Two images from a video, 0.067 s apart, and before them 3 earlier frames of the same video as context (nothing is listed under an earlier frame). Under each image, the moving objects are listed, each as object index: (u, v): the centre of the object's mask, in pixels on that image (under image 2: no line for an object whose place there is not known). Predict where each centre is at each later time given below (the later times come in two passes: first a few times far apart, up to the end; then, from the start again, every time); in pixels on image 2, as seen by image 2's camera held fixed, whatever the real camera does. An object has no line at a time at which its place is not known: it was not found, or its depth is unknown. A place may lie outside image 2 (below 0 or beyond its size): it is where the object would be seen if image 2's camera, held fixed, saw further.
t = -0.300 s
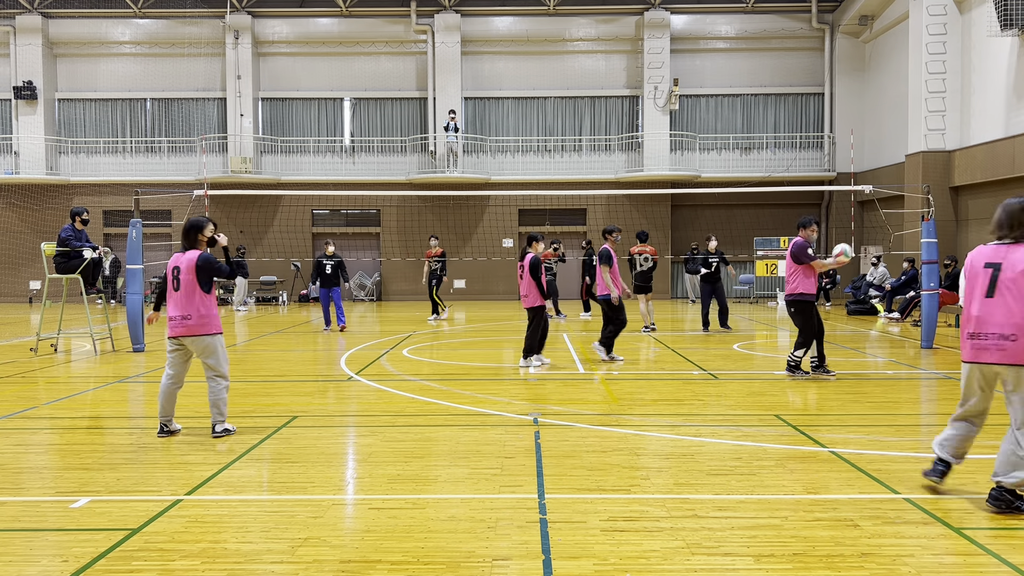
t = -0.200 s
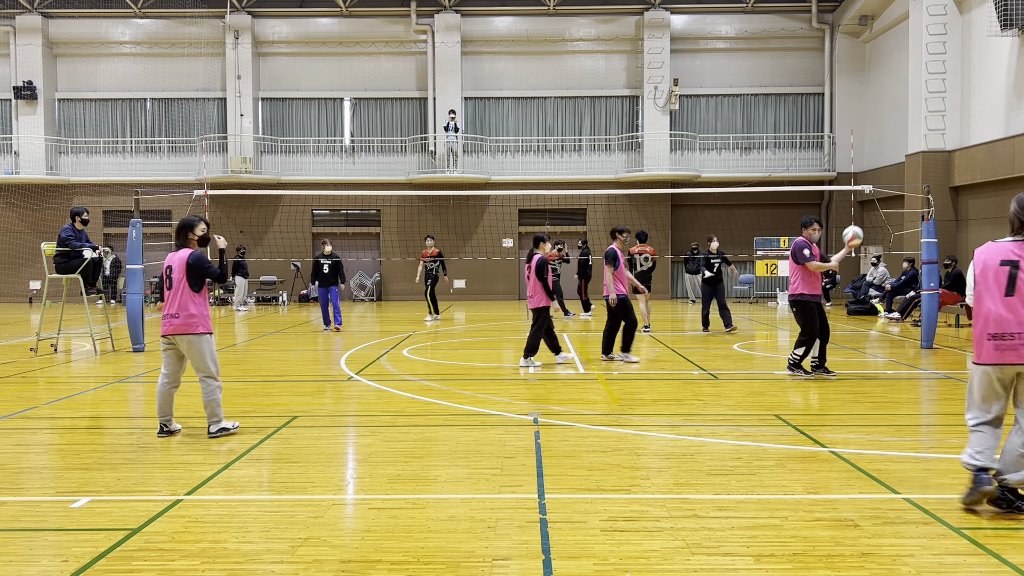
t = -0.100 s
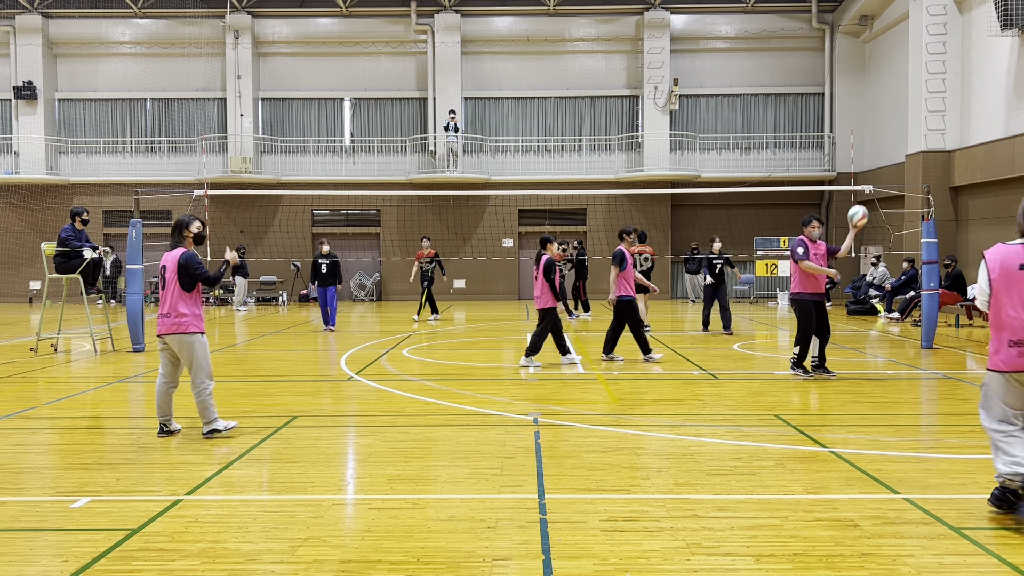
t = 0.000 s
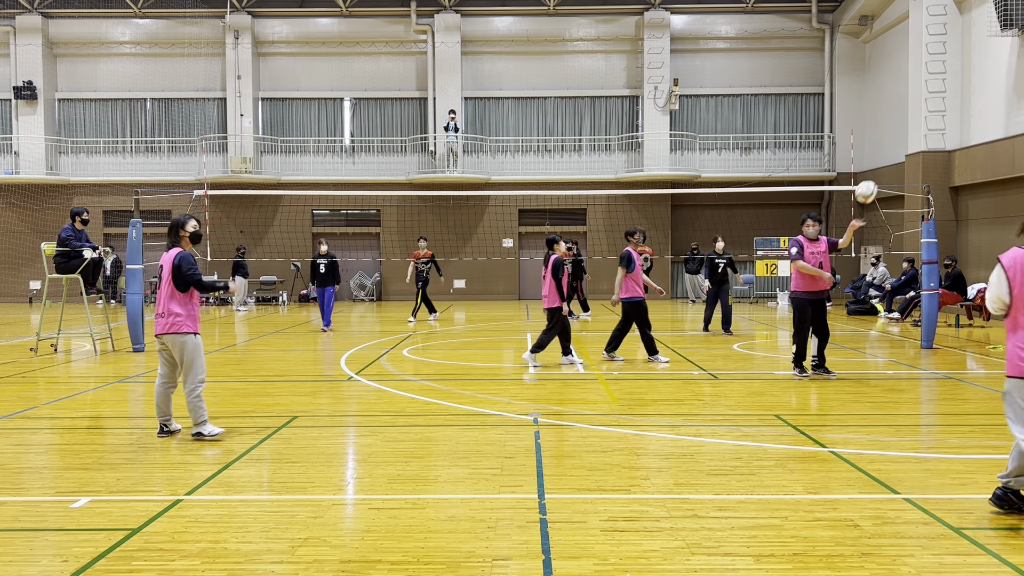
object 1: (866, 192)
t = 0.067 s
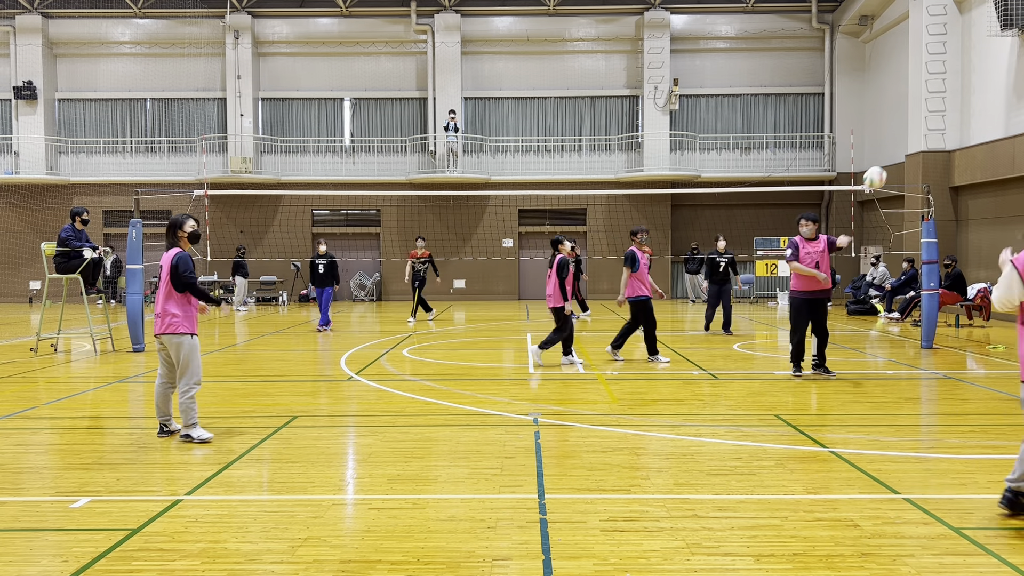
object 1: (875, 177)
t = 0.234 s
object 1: (899, 160)
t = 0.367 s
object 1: (924, 166)
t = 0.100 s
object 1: (879, 173)
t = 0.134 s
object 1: (884, 168)
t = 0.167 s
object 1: (889, 165)
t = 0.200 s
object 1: (894, 162)
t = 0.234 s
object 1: (899, 160)
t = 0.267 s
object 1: (905, 159)
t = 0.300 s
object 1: (911, 160)
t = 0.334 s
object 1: (918, 163)
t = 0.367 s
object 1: (924, 166)
